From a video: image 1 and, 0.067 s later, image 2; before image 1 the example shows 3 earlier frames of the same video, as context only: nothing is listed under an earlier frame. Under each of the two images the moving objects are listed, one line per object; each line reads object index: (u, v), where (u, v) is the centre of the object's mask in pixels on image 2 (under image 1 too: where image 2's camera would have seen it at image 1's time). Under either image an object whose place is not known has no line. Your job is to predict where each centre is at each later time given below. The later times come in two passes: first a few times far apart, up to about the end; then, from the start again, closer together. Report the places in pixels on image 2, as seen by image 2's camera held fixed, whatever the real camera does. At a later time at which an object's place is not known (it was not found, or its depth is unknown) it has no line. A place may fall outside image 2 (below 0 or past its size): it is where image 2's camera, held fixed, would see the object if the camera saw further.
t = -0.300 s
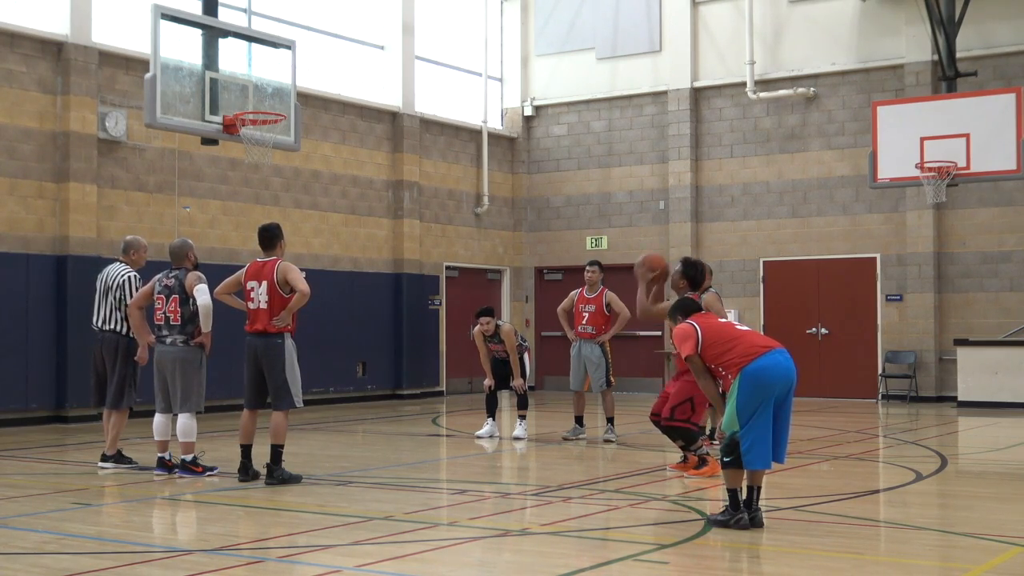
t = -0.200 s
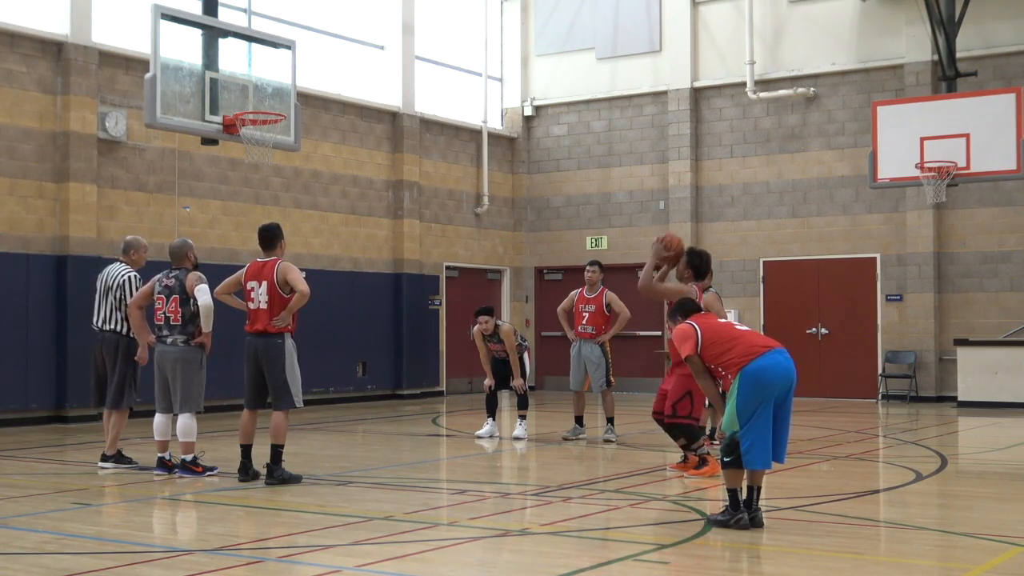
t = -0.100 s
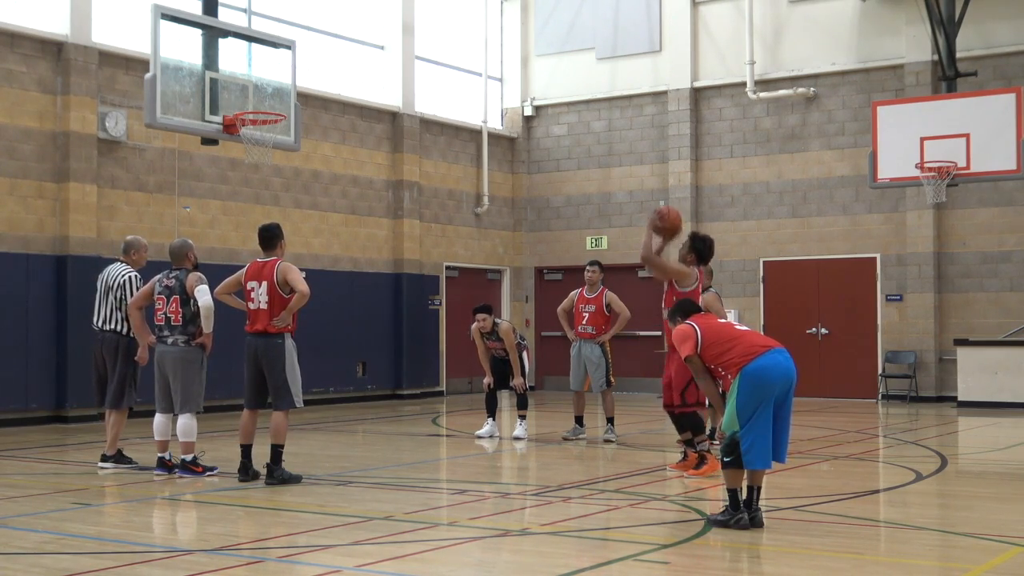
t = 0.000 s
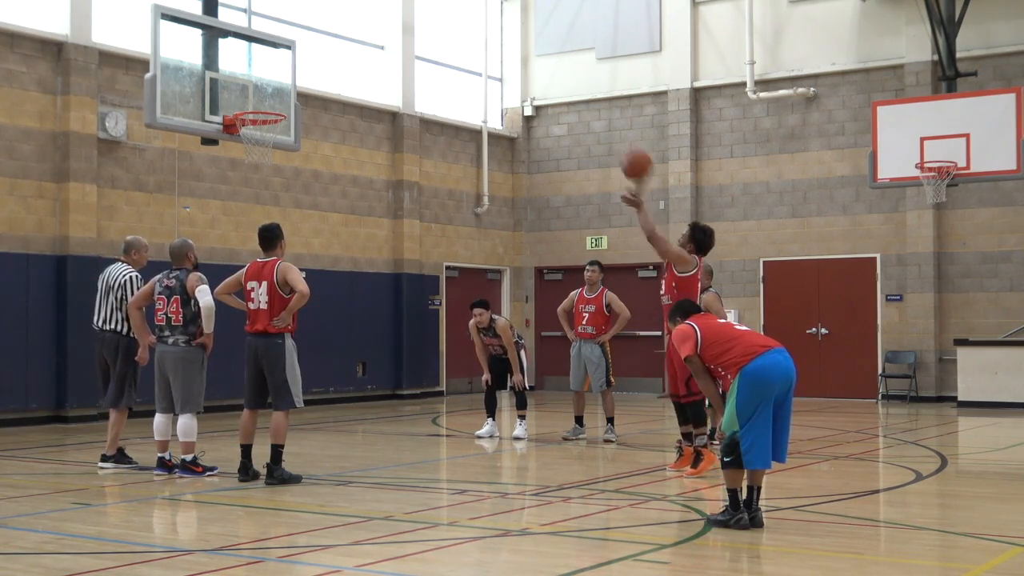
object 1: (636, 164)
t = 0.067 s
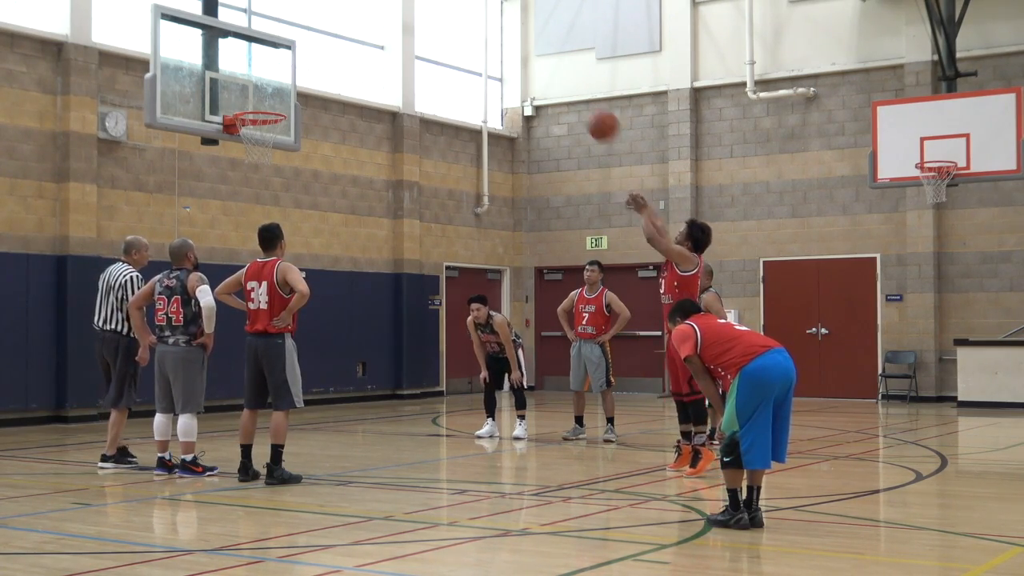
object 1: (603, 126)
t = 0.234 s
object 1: (524, 55)
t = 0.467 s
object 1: (425, 18)
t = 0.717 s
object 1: (333, 45)
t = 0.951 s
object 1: (256, 124)
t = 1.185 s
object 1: (221, 205)
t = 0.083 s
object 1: (595, 117)
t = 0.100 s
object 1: (587, 108)
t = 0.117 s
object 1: (579, 100)
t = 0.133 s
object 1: (571, 92)
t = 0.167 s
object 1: (555, 78)
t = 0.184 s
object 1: (547, 72)
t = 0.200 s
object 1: (539, 65)
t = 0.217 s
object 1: (532, 60)
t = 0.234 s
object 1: (524, 55)
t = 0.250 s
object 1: (517, 50)
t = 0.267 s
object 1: (510, 45)
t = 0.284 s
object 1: (503, 41)
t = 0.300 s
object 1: (495, 37)
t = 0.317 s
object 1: (488, 34)
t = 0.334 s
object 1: (481, 31)
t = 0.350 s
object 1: (474, 28)
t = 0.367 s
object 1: (466, 26)
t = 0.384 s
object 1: (459, 24)
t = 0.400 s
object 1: (452, 22)
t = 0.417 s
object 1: (446, 20)
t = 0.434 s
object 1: (439, 19)
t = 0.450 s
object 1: (432, 18)
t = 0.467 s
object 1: (425, 18)
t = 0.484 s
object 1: (418, 18)
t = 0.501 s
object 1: (412, 18)
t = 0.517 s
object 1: (406, 18)
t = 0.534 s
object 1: (400, 19)
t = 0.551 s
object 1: (394, 20)
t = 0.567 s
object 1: (387, 21)
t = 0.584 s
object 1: (381, 23)
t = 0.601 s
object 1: (375, 25)
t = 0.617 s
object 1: (368, 27)
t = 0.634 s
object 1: (362, 29)
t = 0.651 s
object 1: (356, 32)
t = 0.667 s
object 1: (350, 35)
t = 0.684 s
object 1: (344, 38)
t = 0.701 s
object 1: (339, 42)
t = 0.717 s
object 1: (333, 45)
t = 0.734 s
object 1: (327, 50)
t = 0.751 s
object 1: (321, 54)
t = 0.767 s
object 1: (315, 59)
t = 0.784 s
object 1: (309, 64)
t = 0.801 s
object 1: (303, 69)
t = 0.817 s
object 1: (298, 75)
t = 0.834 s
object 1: (292, 81)
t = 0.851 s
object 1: (286, 87)
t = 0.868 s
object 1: (281, 93)
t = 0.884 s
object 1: (276, 99)
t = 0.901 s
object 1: (271, 103)
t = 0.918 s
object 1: (266, 109)
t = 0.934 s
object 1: (258, 119)
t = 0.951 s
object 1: (256, 124)
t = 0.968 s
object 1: (253, 129)
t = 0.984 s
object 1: (247, 133)
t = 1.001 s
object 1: (246, 140)
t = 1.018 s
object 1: (243, 146)
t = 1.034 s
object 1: (241, 151)
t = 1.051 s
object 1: (239, 155)
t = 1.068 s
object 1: (237, 160)
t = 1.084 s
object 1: (235, 166)
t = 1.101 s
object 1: (233, 171)
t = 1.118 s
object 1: (230, 178)
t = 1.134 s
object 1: (228, 184)
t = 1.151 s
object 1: (225, 191)
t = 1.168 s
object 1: (223, 198)
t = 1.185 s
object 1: (221, 205)
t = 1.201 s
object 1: (218, 212)
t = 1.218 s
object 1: (216, 220)
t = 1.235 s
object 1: (214, 228)
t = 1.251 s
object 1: (212, 237)
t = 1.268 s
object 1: (211, 244)
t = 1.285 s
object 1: (210, 255)
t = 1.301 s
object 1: (209, 261)
